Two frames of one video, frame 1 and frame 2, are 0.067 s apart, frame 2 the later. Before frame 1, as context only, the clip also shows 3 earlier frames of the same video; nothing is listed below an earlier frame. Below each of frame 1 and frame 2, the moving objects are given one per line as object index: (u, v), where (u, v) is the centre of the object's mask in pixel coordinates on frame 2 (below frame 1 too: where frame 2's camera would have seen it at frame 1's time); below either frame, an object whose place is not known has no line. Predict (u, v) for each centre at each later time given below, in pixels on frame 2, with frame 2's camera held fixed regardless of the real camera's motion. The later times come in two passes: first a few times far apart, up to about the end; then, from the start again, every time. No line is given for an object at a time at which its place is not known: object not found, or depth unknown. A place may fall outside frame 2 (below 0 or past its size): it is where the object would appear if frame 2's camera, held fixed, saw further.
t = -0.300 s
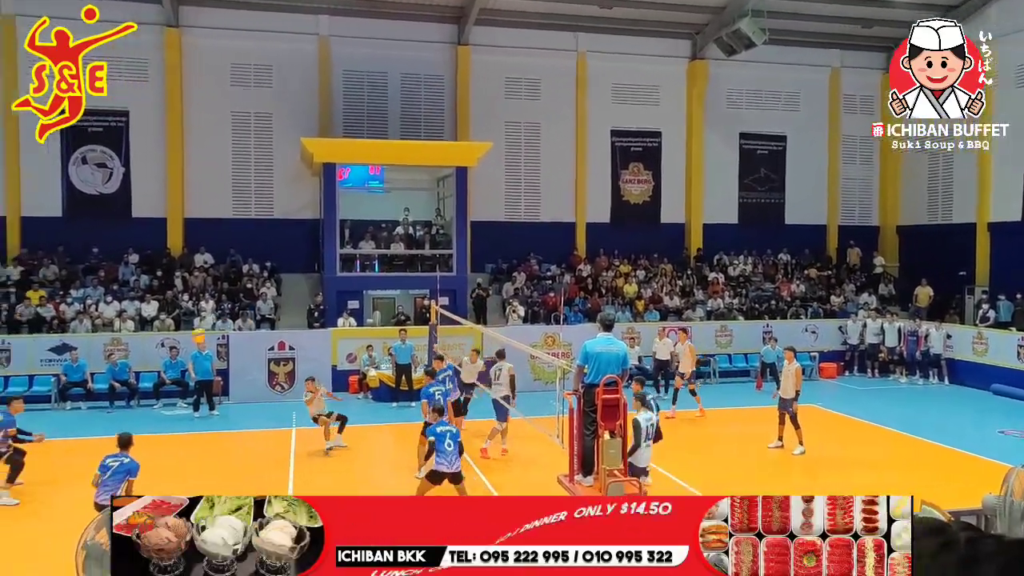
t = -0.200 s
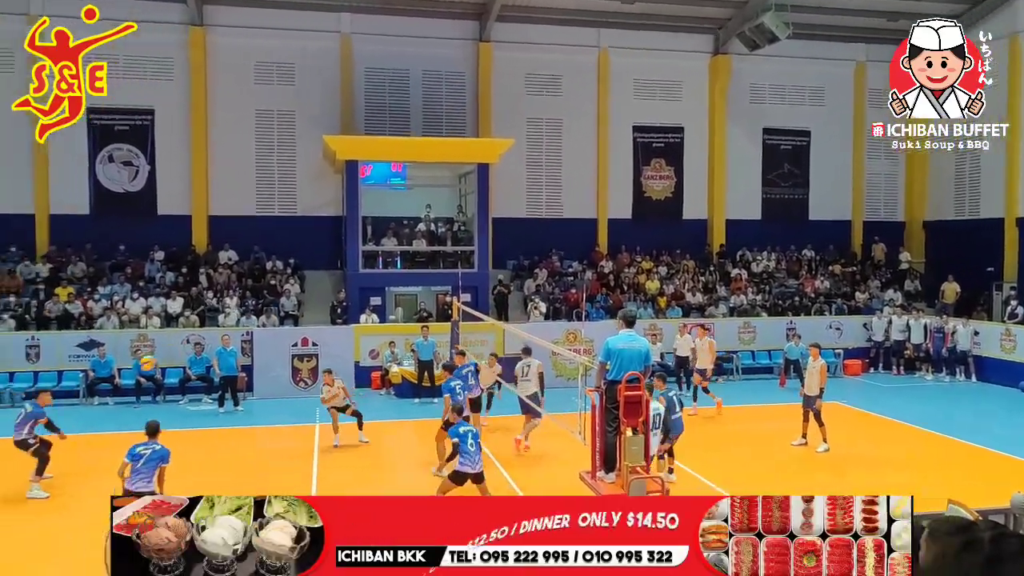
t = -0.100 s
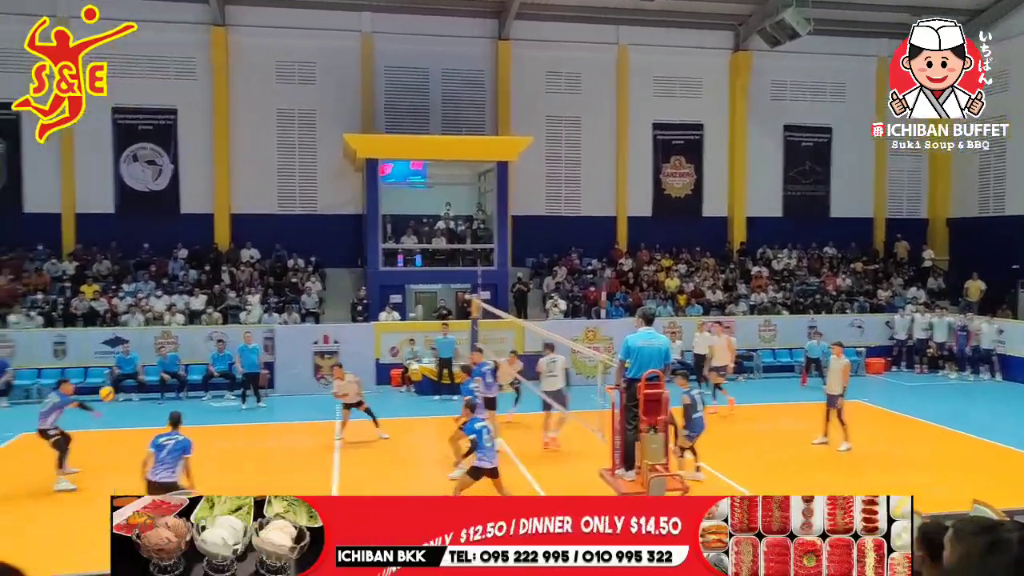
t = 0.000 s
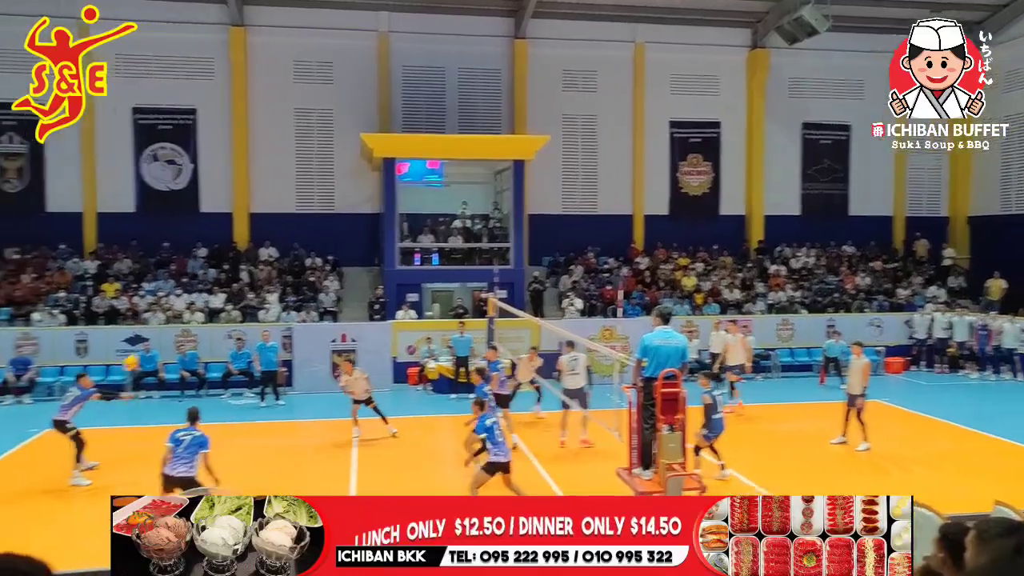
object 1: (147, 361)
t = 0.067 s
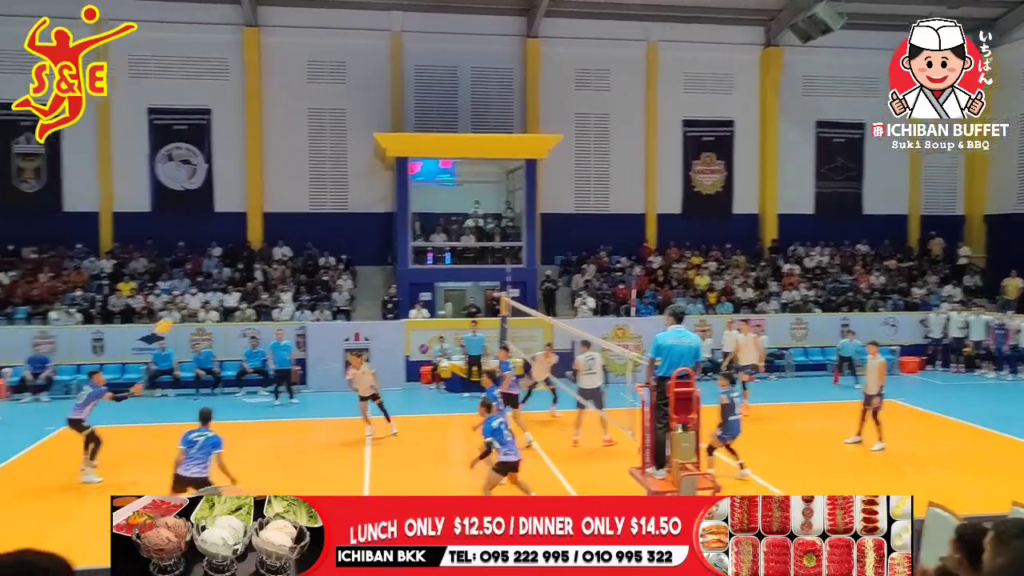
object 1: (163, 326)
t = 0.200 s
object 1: (195, 266)
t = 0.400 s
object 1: (242, 192)
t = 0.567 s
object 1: (276, 155)
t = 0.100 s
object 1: (172, 310)
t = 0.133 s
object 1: (179, 295)
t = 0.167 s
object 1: (187, 280)
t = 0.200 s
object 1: (195, 266)
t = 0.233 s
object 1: (203, 253)
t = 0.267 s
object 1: (210, 241)
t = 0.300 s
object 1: (221, 223)
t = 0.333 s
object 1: (228, 212)
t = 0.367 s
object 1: (236, 202)
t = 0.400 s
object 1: (242, 192)
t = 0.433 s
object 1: (250, 183)
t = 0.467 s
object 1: (257, 176)
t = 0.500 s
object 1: (263, 168)
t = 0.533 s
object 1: (270, 161)
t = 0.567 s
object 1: (276, 155)
